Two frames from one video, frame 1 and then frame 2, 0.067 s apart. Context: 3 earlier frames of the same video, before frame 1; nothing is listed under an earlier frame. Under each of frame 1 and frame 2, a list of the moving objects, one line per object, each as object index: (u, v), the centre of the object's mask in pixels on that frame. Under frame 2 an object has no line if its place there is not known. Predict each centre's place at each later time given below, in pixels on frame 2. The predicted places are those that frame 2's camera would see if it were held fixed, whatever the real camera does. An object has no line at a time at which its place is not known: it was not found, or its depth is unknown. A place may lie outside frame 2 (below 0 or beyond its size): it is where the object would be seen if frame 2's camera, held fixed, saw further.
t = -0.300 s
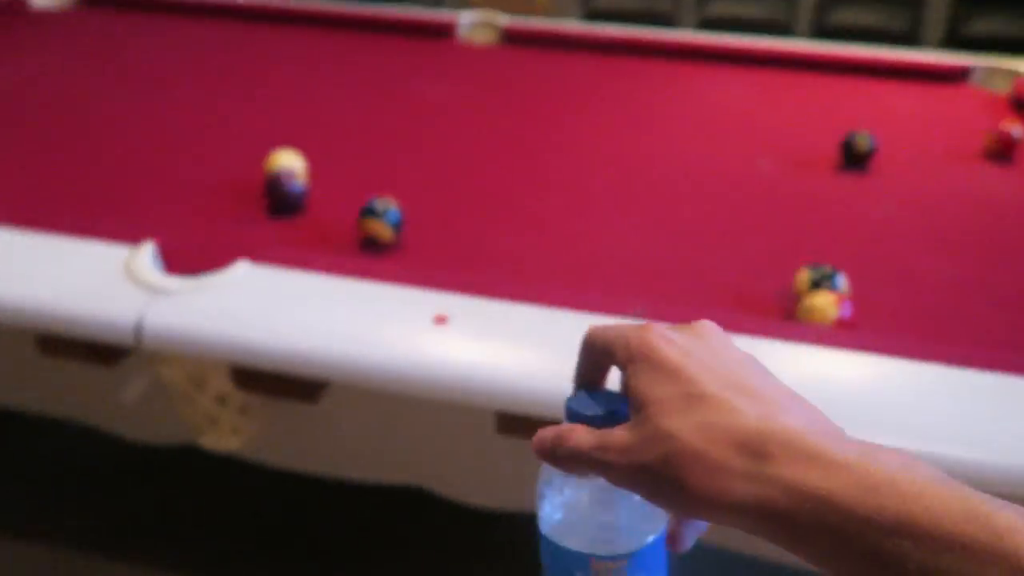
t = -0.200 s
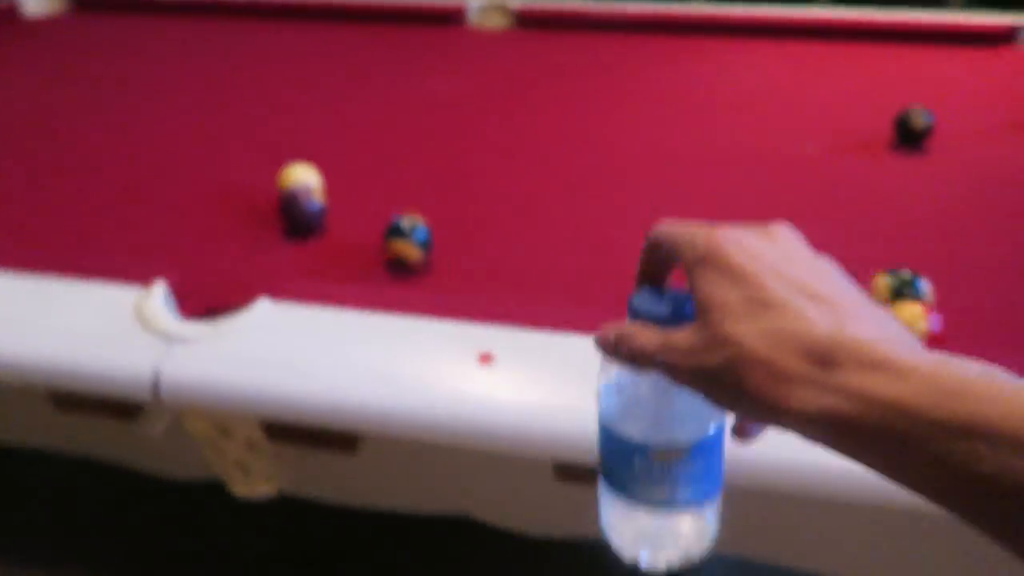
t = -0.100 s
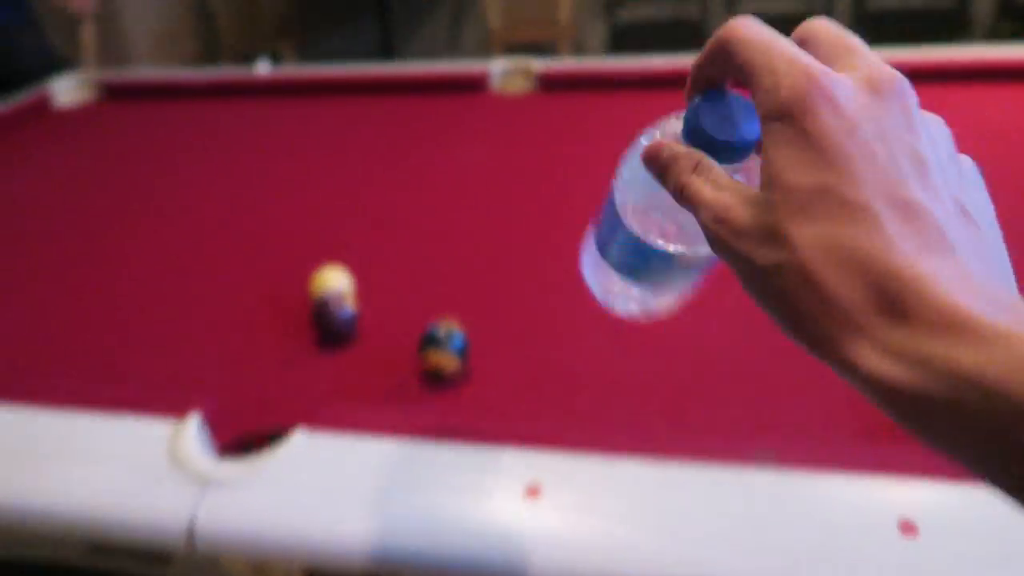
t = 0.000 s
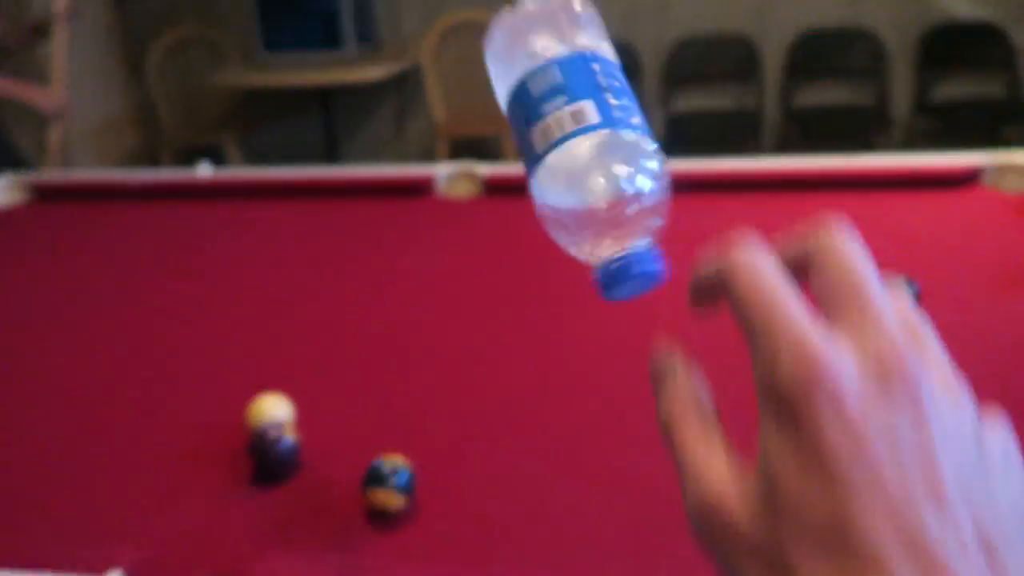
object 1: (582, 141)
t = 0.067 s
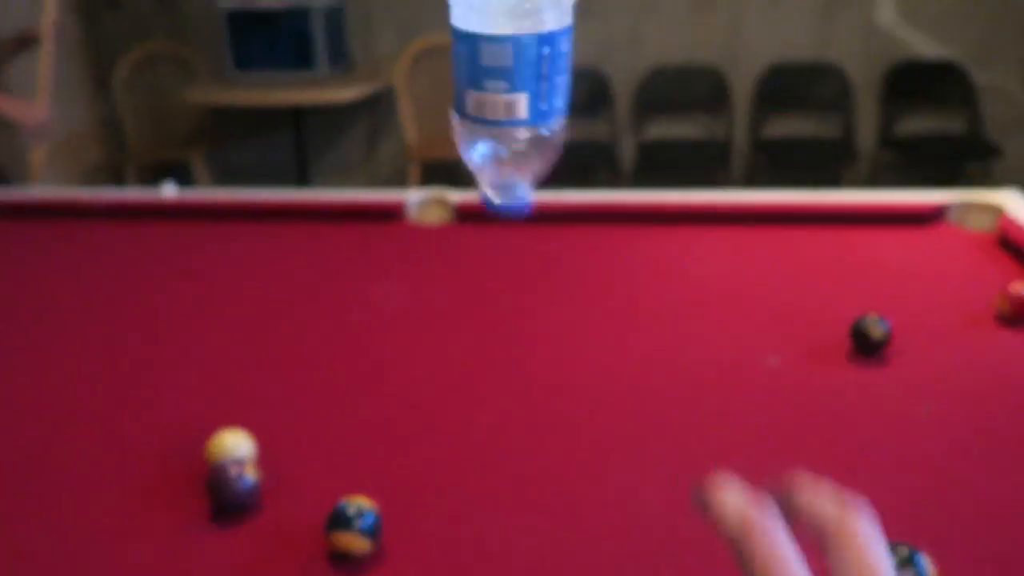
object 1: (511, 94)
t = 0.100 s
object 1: (491, 54)
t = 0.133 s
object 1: (480, 20)
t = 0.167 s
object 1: (493, 12)
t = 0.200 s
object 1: (491, 33)
